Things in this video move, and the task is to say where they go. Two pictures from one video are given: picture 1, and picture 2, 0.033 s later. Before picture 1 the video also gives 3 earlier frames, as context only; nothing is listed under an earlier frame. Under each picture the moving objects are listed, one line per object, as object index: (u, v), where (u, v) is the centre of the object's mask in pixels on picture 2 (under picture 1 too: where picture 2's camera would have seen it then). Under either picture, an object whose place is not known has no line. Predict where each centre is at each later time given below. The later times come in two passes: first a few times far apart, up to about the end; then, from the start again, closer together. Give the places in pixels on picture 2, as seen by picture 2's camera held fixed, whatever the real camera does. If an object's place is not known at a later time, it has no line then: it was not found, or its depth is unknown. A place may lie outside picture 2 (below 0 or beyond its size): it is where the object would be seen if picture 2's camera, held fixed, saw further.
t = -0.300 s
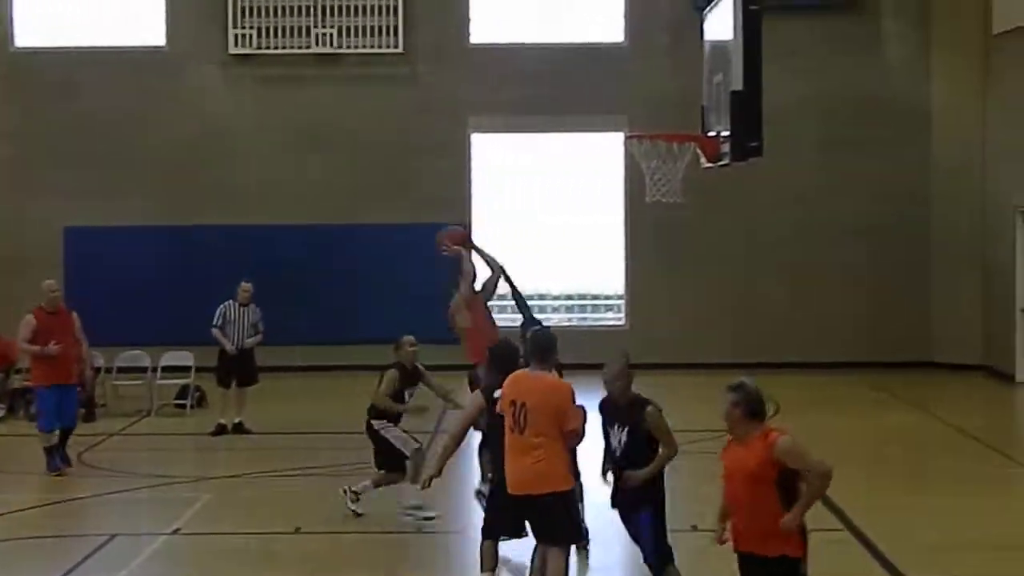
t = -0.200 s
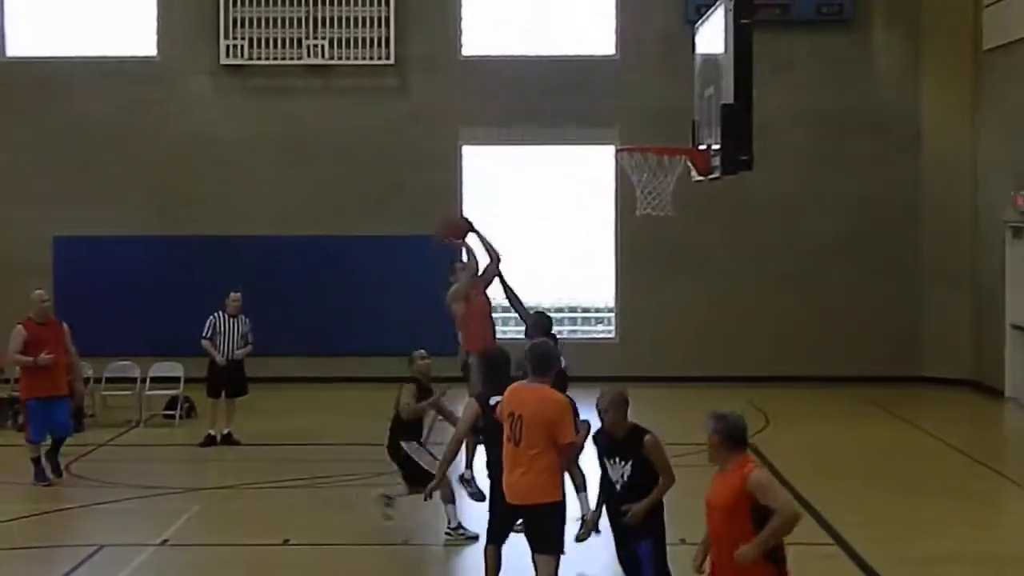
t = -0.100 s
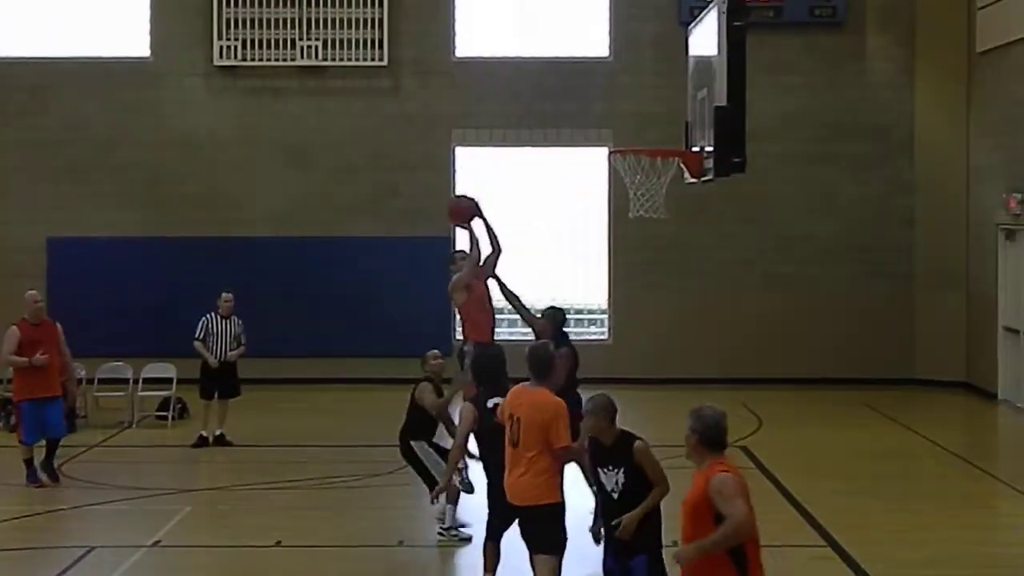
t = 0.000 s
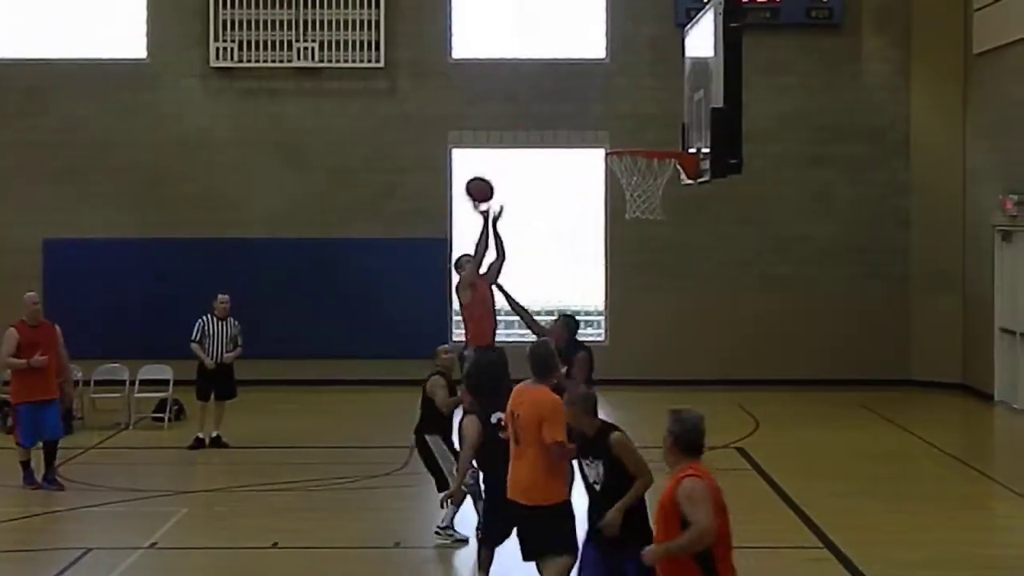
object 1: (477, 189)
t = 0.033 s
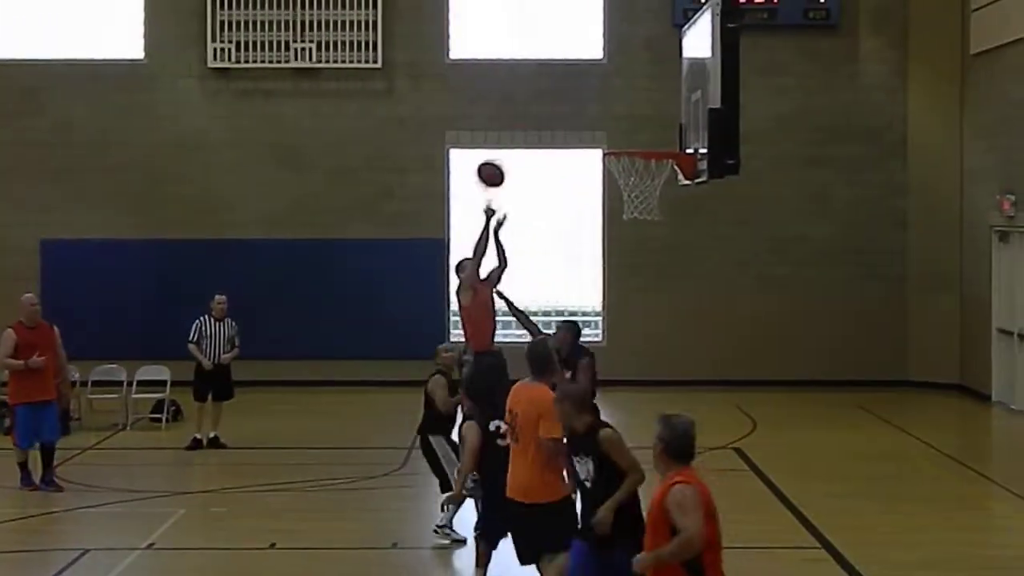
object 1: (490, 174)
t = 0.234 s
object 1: (581, 102)
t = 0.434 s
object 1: (677, 78)
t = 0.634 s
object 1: (609, 123)
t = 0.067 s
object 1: (505, 159)
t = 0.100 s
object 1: (521, 144)
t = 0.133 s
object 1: (535, 135)
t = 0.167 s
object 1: (550, 122)
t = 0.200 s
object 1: (566, 112)
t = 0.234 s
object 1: (581, 102)
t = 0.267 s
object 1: (596, 93)
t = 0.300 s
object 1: (613, 89)
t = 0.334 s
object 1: (626, 83)
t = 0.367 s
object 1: (643, 81)
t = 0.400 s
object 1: (662, 78)
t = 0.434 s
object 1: (677, 78)
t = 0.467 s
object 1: (667, 82)
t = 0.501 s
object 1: (656, 87)
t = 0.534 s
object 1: (645, 94)
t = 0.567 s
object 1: (633, 103)
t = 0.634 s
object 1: (609, 123)
